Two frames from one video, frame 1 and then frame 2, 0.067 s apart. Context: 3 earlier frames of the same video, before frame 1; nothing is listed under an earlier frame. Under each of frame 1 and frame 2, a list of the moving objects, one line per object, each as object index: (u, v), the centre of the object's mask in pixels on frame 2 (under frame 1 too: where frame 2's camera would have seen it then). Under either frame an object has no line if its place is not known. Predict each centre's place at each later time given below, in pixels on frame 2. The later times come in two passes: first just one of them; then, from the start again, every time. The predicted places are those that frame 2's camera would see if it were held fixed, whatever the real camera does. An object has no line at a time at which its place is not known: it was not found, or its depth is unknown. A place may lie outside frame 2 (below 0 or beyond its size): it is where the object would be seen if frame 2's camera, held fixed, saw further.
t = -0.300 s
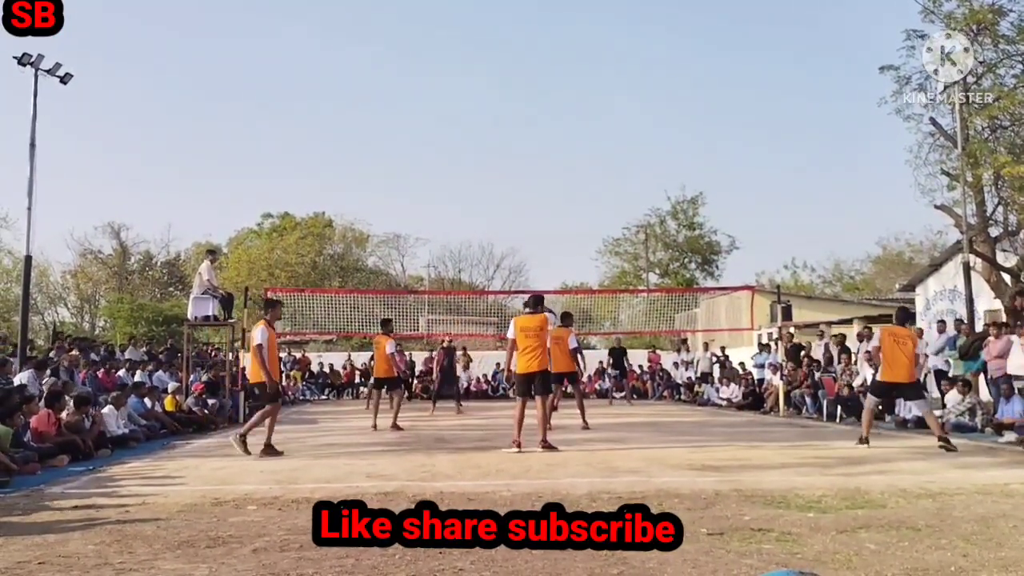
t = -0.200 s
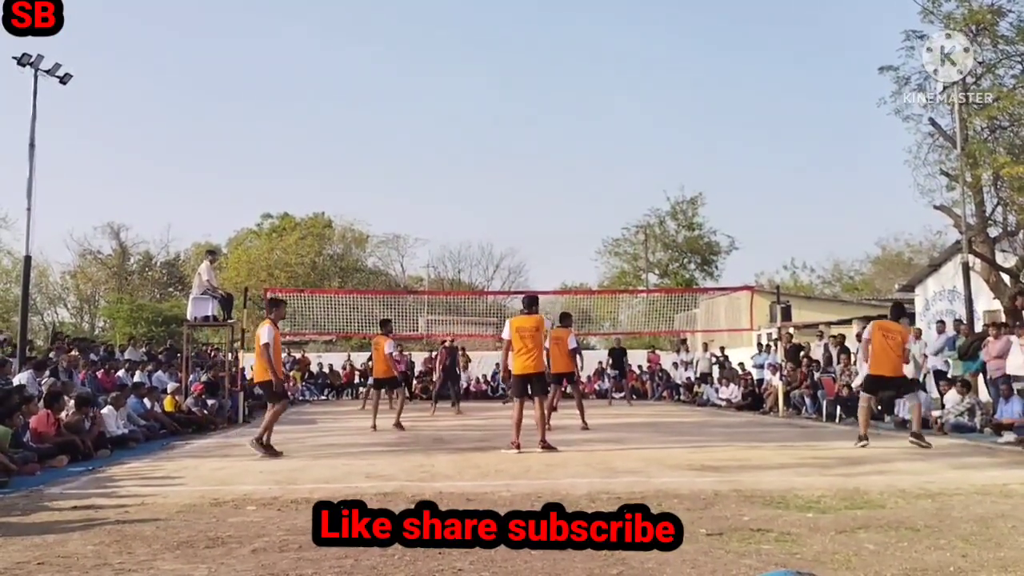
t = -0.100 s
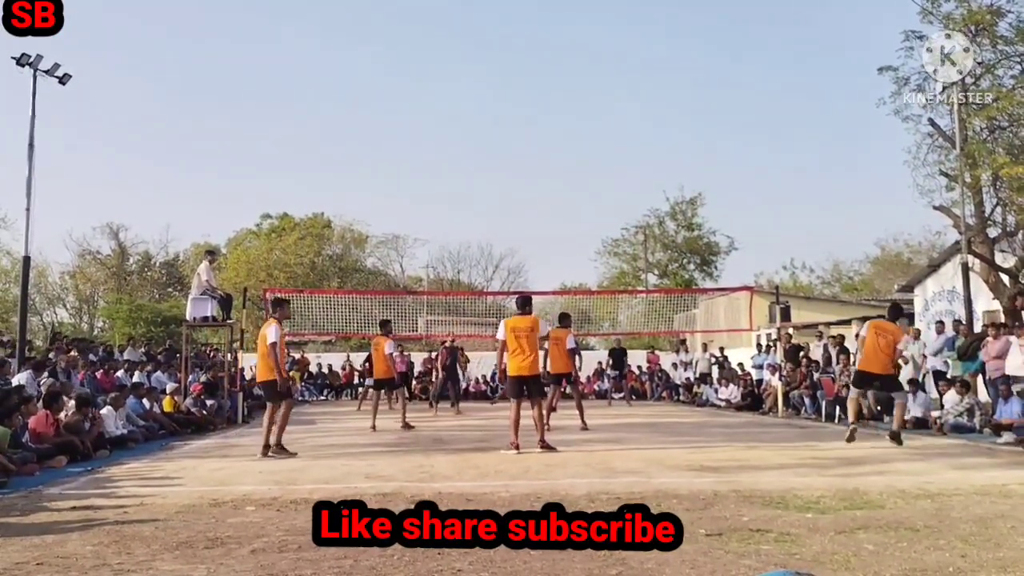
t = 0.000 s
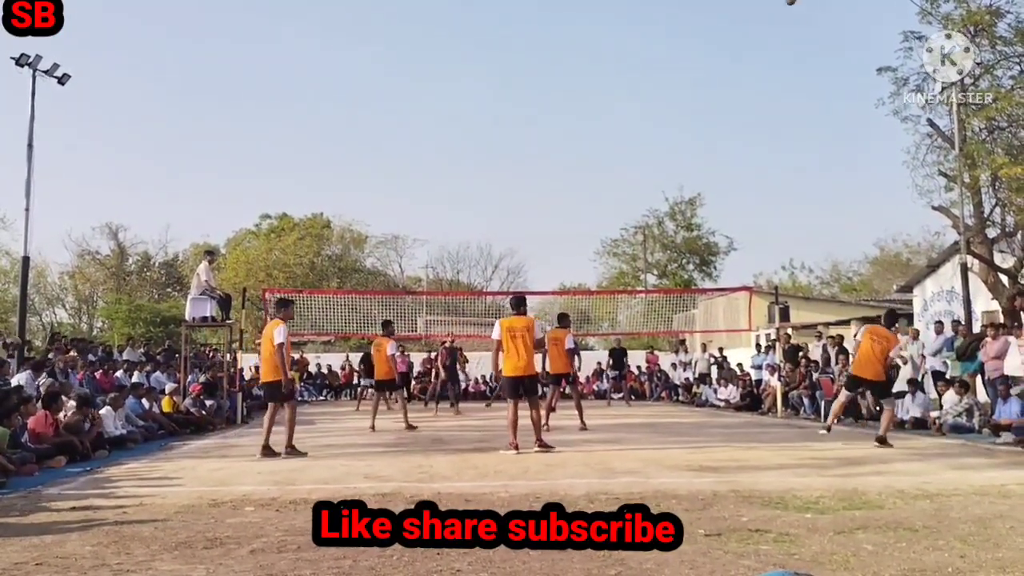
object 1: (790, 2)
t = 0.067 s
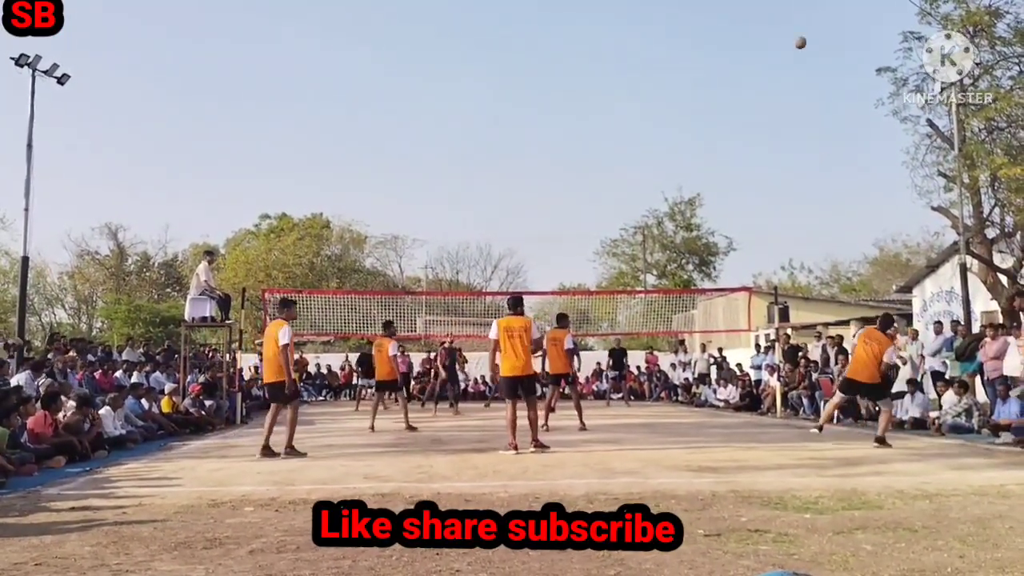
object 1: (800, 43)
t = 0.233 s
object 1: (829, 172)
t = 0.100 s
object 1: (806, 67)
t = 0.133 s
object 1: (812, 91)
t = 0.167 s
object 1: (817, 117)
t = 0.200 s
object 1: (823, 144)
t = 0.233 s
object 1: (829, 172)
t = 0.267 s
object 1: (837, 202)
